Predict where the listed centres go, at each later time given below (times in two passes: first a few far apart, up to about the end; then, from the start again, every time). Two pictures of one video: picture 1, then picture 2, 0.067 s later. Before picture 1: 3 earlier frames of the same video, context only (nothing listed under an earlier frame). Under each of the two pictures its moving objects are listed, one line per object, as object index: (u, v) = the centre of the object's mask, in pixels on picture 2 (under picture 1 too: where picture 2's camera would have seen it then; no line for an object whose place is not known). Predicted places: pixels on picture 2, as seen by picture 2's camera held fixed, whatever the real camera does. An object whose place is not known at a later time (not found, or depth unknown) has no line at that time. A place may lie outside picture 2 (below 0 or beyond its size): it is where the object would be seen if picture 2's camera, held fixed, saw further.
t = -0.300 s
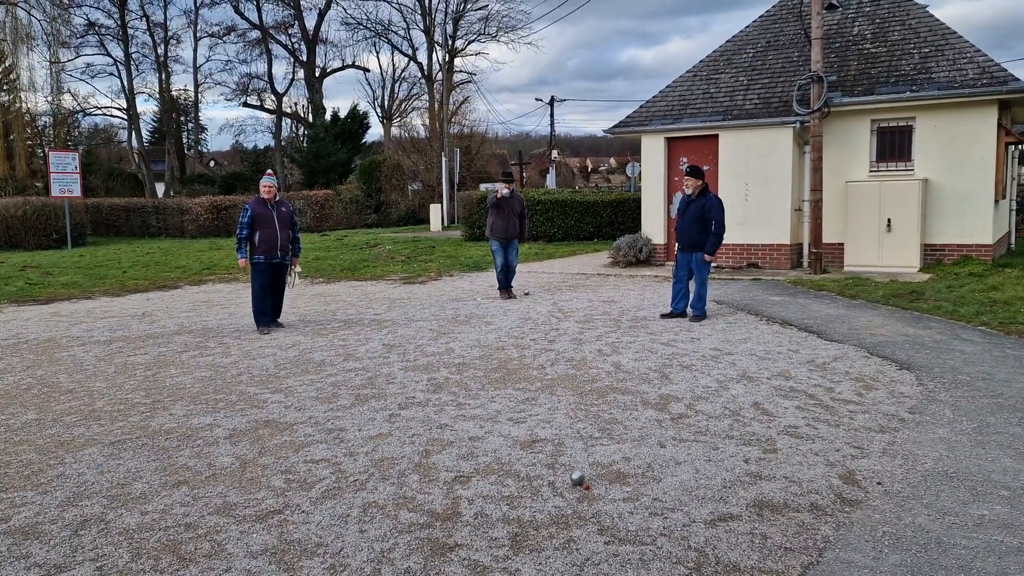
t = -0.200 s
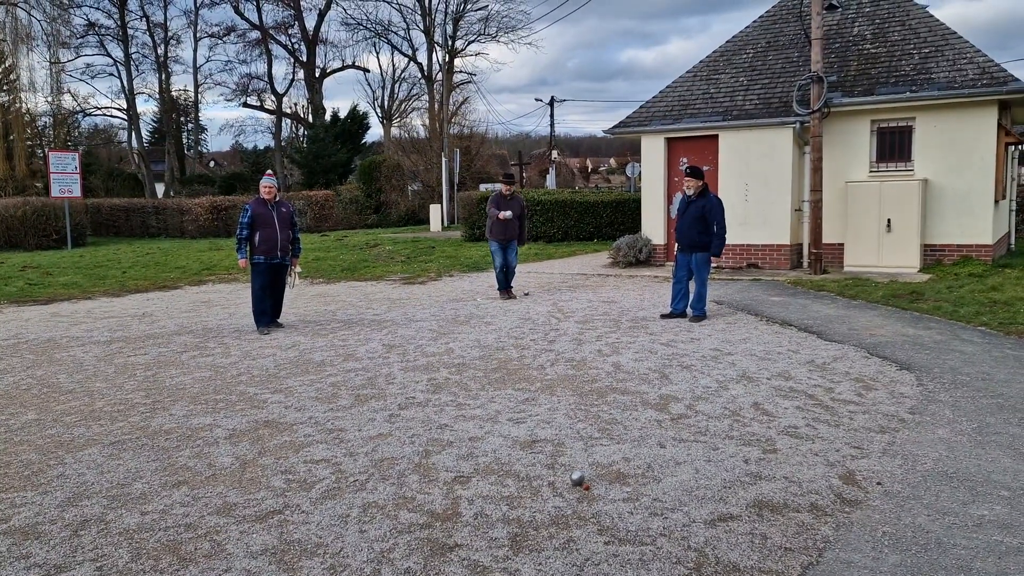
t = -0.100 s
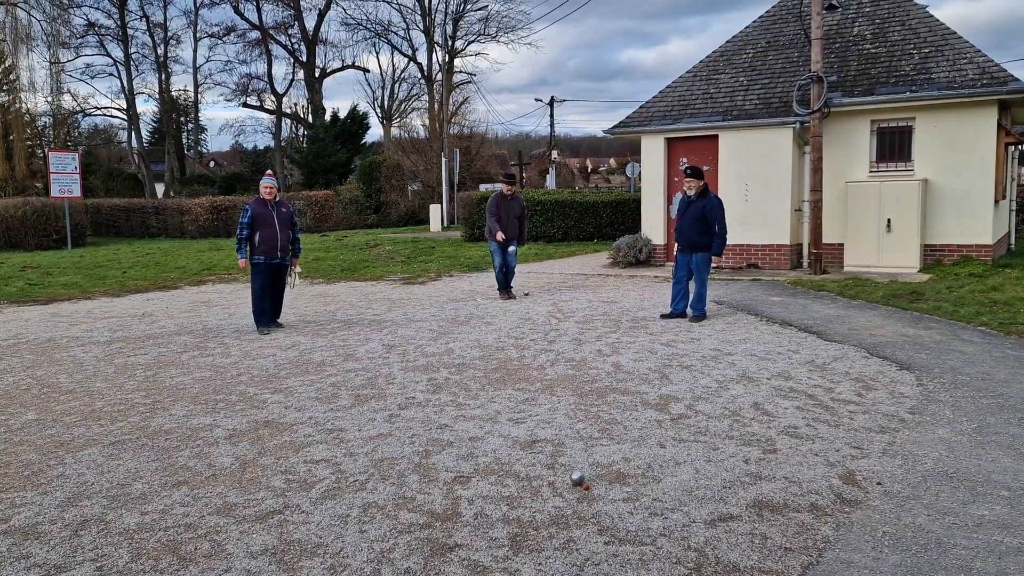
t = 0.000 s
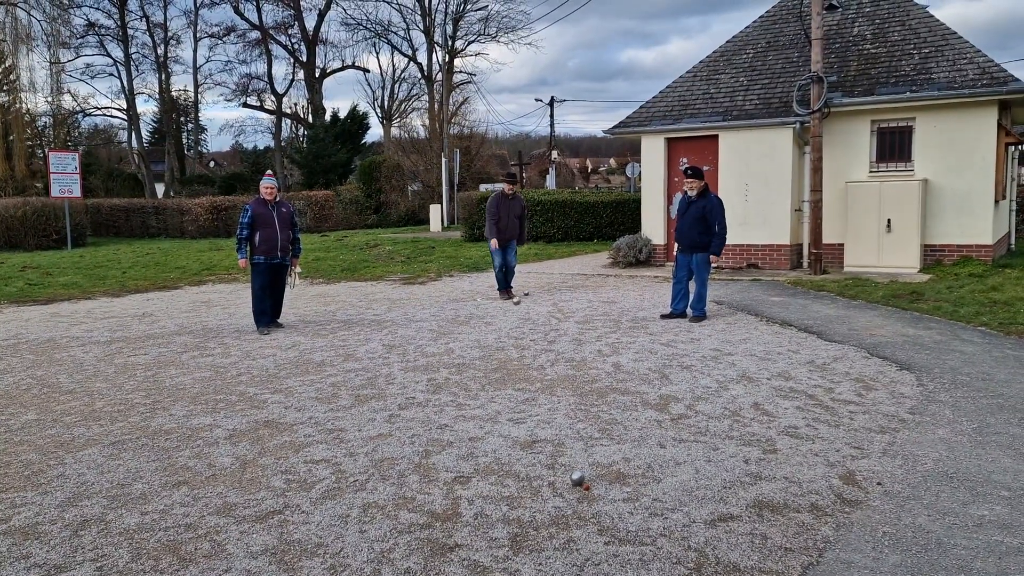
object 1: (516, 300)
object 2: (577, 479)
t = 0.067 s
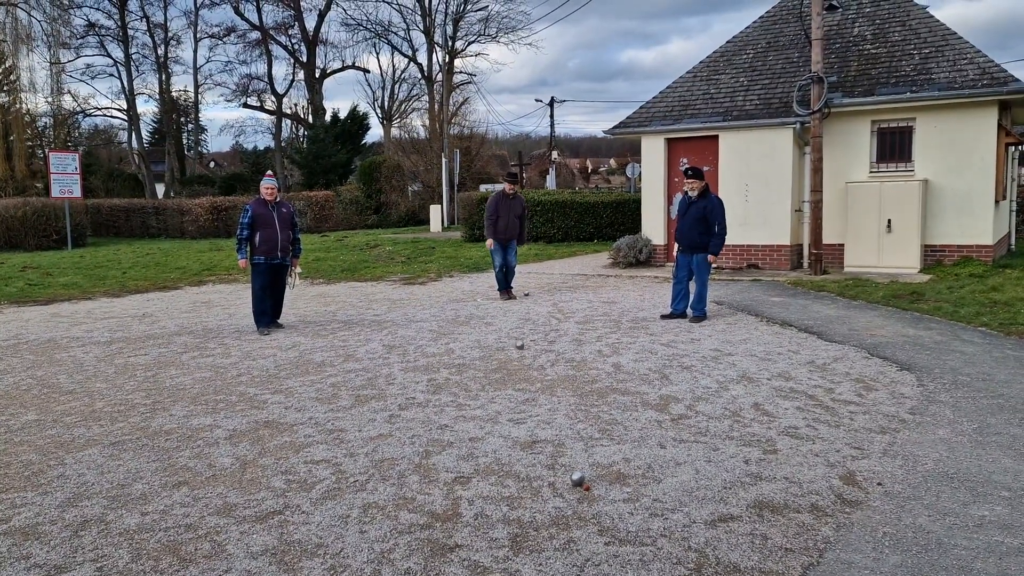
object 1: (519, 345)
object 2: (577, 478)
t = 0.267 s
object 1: (528, 369)
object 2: (577, 479)
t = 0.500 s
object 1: (538, 388)
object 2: (578, 478)
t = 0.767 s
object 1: (549, 404)
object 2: (577, 478)
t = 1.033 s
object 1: (558, 422)
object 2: (577, 478)
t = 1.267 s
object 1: (563, 438)
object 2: (577, 479)
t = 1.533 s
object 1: (571, 454)
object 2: (577, 479)
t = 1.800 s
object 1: (579, 468)
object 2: (577, 479)
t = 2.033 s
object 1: (587, 476)
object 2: (575, 486)
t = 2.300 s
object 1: (595, 480)
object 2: (574, 490)
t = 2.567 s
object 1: (597, 484)
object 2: (573, 492)
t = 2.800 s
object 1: (598, 487)
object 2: (569, 495)
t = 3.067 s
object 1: (600, 488)
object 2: (568, 495)
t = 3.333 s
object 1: (600, 488)
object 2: (567, 495)
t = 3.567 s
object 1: (600, 487)
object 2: (568, 494)
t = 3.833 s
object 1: (600, 488)
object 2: (568, 495)
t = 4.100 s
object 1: (600, 488)
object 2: (568, 495)
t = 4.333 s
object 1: (601, 488)
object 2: (567, 495)
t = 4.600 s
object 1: (601, 488)
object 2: (568, 495)
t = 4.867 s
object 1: (600, 488)
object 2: (567, 495)
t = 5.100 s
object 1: (600, 488)
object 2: (567, 495)
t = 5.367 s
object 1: (601, 488)
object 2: (568, 495)
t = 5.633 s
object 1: (601, 488)
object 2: (568, 495)
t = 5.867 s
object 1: (601, 488)
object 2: (568, 495)
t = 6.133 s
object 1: (601, 488)
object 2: (567, 495)
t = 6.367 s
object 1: (601, 488)
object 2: (567, 495)
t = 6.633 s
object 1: (601, 488)
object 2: (568, 495)
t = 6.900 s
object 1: (601, 488)
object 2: (568, 495)
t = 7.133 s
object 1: (601, 488)
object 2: (567, 495)
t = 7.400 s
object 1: (601, 488)
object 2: (567, 495)
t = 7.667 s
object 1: (601, 488)
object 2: (567, 495)
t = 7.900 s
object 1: (601, 488)
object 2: (567, 495)
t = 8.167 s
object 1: (601, 488)
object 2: (567, 495)
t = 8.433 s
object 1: (601, 488)
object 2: (567, 495)
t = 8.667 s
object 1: (601, 488)
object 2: (567, 495)
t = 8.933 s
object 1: (601, 488)
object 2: (567, 495)
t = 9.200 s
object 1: (601, 488)
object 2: (568, 495)
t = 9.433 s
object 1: (601, 488)
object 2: (568, 495)
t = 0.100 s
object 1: (521, 361)
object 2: (577, 478)
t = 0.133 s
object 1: (522, 360)
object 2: (577, 479)
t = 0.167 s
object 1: (524, 360)
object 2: (577, 478)
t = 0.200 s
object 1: (524, 361)
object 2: (577, 478)
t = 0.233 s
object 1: (526, 363)
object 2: (577, 478)
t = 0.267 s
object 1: (528, 369)
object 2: (577, 479)
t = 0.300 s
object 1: (530, 375)
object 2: (577, 478)
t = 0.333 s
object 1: (531, 377)
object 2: (577, 479)
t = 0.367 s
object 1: (533, 379)
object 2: (577, 478)
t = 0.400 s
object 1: (534, 381)
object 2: (577, 478)
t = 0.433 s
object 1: (535, 383)
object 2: (577, 478)
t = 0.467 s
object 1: (536, 386)
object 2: (577, 478)
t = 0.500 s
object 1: (538, 388)
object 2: (578, 478)
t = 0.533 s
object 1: (539, 390)
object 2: (578, 478)
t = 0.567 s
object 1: (541, 392)
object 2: (578, 478)
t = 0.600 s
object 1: (543, 394)
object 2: (577, 479)
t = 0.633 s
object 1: (544, 396)
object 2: (577, 478)
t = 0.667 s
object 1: (545, 399)
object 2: (577, 479)
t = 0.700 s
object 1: (546, 401)
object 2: (577, 479)
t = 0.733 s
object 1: (547, 403)
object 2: (577, 478)
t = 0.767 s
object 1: (549, 404)
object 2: (577, 478)
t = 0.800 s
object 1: (550, 406)
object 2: (577, 478)
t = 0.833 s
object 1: (551, 409)
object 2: (577, 478)
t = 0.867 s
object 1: (552, 411)
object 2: (577, 478)
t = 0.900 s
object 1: (553, 413)
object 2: (577, 478)
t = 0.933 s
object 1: (554, 415)
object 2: (577, 478)
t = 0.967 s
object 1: (556, 418)
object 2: (577, 478)
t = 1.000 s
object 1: (557, 421)
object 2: (577, 478)
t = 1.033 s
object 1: (558, 422)
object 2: (577, 478)
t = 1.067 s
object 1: (558, 424)
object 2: (577, 478)
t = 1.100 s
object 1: (559, 428)
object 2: (577, 478)
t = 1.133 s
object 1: (560, 430)
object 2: (577, 478)
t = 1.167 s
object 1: (560, 430)
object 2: (577, 479)
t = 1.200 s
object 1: (561, 433)
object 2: (577, 479)
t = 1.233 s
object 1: (562, 436)
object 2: (577, 479)
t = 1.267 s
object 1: (563, 438)
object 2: (577, 479)
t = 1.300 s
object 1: (564, 440)
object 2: (577, 479)
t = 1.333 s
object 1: (565, 442)
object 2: (577, 479)
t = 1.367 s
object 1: (566, 444)
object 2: (578, 479)
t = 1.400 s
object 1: (567, 446)
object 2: (577, 479)
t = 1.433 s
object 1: (568, 448)
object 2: (577, 479)
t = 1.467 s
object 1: (569, 450)
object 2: (577, 479)
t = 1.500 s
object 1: (570, 452)
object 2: (578, 479)
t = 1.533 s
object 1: (571, 454)
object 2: (577, 479)
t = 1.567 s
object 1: (572, 456)
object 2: (577, 479)
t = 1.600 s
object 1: (573, 458)
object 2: (577, 479)
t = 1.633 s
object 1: (575, 461)
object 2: (577, 479)
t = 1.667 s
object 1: (575, 462)
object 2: (578, 479)
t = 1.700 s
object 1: (576, 463)
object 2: (577, 479)
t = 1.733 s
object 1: (577, 465)
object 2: (578, 479)
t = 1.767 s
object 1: (578, 466)
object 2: (577, 479)
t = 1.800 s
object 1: (579, 468)
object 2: (577, 479)
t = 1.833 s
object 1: (580, 469)
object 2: (577, 479)
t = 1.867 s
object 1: (581, 470)
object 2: (577, 481)
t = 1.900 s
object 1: (582, 471)
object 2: (576, 481)
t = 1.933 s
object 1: (584, 472)
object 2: (576, 483)
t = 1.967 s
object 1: (585, 473)
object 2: (575, 483)
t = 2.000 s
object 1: (586, 475)
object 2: (575, 484)
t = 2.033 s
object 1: (587, 476)
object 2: (575, 486)
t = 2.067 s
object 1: (588, 476)
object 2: (575, 486)
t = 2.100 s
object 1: (588, 477)
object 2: (575, 487)
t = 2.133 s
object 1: (589, 477)
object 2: (575, 487)
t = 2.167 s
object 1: (590, 478)
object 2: (574, 487)
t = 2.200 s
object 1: (591, 479)
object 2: (574, 488)
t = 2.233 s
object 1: (592, 479)
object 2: (574, 489)
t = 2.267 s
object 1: (594, 480)
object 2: (574, 489)
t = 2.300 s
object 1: (595, 480)
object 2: (574, 490)
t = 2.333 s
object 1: (595, 481)
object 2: (574, 491)
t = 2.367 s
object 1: (596, 481)
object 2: (574, 490)
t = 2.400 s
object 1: (596, 481)
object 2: (574, 490)
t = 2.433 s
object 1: (596, 481)
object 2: (574, 490)
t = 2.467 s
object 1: (597, 482)
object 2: (573, 490)
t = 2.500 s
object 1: (596, 482)
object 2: (573, 490)
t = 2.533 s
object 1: (597, 483)
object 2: (574, 492)
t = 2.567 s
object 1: (597, 484)
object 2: (573, 492)
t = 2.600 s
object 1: (597, 484)
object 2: (572, 492)
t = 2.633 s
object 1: (597, 484)
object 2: (572, 493)
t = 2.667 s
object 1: (597, 485)
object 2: (572, 492)
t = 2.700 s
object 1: (597, 485)
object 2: (571, 493)
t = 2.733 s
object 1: (598, 486)
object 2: (569, 494)
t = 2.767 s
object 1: (598, 486)
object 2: (569, 494)
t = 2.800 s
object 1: (598, 487)
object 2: (569, 495)
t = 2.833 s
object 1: (599, 487)
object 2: (569, 494)
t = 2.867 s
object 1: (600, 488)
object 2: (568, 495)
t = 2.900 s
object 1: (600, 488)
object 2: (568, 495)
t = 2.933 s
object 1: (601, 488)
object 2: (568, 495)
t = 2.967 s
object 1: (601, 488)
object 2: (568, 495)
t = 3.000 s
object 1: (601, 488)
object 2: (568, 495)
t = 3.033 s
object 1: (600, 488)
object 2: (567, 495)
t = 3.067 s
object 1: (600, 488)
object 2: (568, 495)
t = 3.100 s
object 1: (600, 488)
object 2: (567, 495)
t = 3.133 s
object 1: (600, 488)
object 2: (568, 495)
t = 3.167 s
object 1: (600, 488)
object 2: (568, 495)
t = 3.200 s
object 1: (600, 488)
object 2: (568, 495)
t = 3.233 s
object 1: (600, 487)
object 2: (568, 495)
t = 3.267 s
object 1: (600, 487)
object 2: (567, 495)
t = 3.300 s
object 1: (600, 488)
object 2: (567, 495)
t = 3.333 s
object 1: (600, 488)
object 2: (567, 495)
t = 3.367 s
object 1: (600, 488)
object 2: (567, 495)
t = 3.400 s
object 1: (600, 488)
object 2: (567, 495)
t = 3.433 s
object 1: (600, 487)
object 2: (567, 494)
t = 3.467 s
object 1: (600, 488)
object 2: (567, 494)
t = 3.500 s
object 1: (600, 487)
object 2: (567, 494)
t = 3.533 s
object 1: (600, 487)
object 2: (567, 495)
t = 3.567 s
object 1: (600, 487)
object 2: (568, 494)
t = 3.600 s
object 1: (600, 487)
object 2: (567, 495)
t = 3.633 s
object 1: (600, 488)
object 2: (567, 495)
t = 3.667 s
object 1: (600, 487)
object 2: (567, 495)
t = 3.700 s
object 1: (600, 488)
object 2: (567, 495)
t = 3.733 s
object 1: (600, 488)
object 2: (568, 495)
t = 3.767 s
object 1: (600, 488)
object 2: (567, 495)
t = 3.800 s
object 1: (600, 488)
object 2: (567, 495)
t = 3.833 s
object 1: (600, 488)
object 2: (568, 495)
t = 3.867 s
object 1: (600, 488)
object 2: (567, 495)
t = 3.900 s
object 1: (600, 488)
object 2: (568, 495)
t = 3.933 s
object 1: (600, 488)
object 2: (568, 495)
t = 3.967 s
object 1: (600, 488)
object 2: (568, 495)
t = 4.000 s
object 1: (600, 488)
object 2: (568, 495)
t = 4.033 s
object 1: (601, 488)
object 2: (568, 495)
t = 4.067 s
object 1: (600, 488)
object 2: (568, 495)
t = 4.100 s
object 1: (600, 488)
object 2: (568, 495)
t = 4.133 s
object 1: (600, 488)
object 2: (567, 495)
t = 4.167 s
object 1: (601, 488)
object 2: (567, 495)
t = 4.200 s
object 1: (601, 488)
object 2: (567, 495)
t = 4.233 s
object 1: (601, 488)
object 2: (567, 495)
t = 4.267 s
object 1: (601, 488)
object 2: (567, 494)
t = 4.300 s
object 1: (601, 488)
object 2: (567, 495)
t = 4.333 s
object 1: (601, 488)
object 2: (567, 495)
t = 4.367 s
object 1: (601, 488)
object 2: (567, 495)
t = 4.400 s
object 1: (601, 488)
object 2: (567, 495)
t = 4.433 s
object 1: (601, 488)
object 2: (567, 495)
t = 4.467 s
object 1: (601, 488)
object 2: (567, 495)
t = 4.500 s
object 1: (601, 488)
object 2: (567, 495)
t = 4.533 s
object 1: (601, 488)
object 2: (567, 495)
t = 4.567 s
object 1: (601, 488)
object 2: (567, 495)
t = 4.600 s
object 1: (601, 488)
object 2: (568, 495)
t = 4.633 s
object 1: (601, 488)
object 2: (567, 495)
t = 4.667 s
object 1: (601, 488)
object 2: (568, 495)
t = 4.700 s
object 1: (601, 488)
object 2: (567, 495)
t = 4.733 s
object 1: (601, 488)
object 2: (567, 495)
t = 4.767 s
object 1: (601, 488)
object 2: (567, 495)
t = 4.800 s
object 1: (600, 488)
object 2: (568, 495)
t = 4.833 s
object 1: (600, 488)
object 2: (567, 495)
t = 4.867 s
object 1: (600, 488)
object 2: (567, 495)
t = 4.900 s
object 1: (600, 488)
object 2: (567, 495)
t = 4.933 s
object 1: (600, 488)
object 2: (567, 495)
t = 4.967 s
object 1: (600, 488)
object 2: (567, 494)
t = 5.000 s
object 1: (601, 488)
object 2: (568, 494)
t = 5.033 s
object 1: (601, 488)
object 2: (567, 495)
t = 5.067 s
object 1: (601, 488)
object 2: (567, 495)
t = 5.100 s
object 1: (600, 488)
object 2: (567, 495)
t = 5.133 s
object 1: (601, 488)
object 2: (567, 495)
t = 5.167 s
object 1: (601, 488)
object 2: (567, 494)
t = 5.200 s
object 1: (601, 488)
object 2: (567, 495)
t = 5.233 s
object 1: (601, 488)
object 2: (567, 495)
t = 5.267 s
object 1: (600, 488)
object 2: (567, 495)
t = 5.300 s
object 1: (600, 488)
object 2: (567, 495)
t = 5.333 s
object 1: (601, 488)
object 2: (567, 495)
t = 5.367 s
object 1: (601, 488)
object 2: (568, 495)
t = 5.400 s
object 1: (601, 488)
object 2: (567, 495)
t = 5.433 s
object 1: (601, 488)
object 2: (568, 495)
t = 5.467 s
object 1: (601, 488)
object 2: (567, 494)
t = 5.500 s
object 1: (601, 488)
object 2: (568, 495)
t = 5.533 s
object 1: (601, 488)
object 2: (567, 495)
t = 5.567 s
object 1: (601, 488)
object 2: (567, 495)
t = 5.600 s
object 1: (601, 488)
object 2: (568, 495)
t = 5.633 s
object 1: (601, 488)
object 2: (568, 495)
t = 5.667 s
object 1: (601, 488)
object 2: (568, 495)
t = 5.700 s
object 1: (601, 488)
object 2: (568, 495)
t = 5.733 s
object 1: (601, 488)
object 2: (568, 495)
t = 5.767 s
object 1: (601, 488)
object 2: (568, 495)
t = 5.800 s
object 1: (601, 488)
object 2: (567, 495)
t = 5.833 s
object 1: (601, 488)
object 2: (568, 495)
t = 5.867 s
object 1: (601, 488)
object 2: (568, 495)
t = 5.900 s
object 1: (601, 488)
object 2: (568, 495)
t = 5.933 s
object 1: (601, 488)
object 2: (568, 495)
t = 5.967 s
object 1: (601, 488)
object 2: (568, 495)
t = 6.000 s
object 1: (601, 488)
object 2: (567, 495)
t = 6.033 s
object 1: (601, 488)
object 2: (567, 495)
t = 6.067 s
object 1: (601, 488)
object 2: (567, 495)
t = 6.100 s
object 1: (601, 488)
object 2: (568, 495)
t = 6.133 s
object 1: (601, 488)
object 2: (567, 495)
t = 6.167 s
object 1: (601, 488)
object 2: (568, 495)
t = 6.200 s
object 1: (601, 488)
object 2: (567, 495)
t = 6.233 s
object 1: (601, 488)
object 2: (567, 495)
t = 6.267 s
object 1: (601, 488)
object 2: (567, 495)
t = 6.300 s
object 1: (601, 488)
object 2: (567, 495)
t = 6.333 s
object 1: (601, 488)
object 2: (567, 495)
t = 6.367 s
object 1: (601, 488)
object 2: (567, 495)
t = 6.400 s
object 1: (601, 488)
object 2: (567, 495)
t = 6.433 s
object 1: (601, 488)
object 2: (567, 495)
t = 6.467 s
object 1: (601, 488)
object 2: (567, 495)
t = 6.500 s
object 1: (601, 488)
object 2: (567, 495)
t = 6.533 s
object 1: (601, 488)
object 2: (568, 495)
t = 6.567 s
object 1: (601, 488)
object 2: (567, 495)
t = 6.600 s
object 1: (601, 488)
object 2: (567, 495)
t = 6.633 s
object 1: (601, 488)
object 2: (568, 495)
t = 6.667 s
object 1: (601, 488)
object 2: (568, 495)
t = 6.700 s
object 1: (601, 488)
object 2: (567, 495)
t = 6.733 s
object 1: (601, 488)
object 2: (568, 495)
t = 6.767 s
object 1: (601, 488)
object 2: (567, 495)
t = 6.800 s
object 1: (601, 488)
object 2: (567, 495)
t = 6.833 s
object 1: (601, 488)
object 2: (568, 495)
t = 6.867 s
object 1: (601, 488)
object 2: (567, 495)
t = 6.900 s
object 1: (601, 488)
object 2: (568, 495)
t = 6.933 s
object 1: (601, 488)
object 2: (568, 495)
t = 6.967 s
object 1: (601, 488)
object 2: (568, 495)
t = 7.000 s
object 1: (601, 488)
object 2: (568, 495)
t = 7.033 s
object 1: (601, 488)
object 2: (568, 495)
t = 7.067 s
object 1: (601, 488)
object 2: (568, 495)
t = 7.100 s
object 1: (601, 488)
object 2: (567, 495)
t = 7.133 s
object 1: (601, 488)
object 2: (567, 495)
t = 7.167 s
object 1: (601, 488)
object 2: (567, 495)
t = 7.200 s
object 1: (601, 488)
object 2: (567, 495)
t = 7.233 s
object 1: (601, 488)
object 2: (568, 495)
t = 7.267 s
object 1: (601, 488)
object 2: (568, 495)
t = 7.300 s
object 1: (601, 488)
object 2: (567, 495)
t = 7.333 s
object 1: (601, 488)
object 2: (568, 495)
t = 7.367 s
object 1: (601, 488)
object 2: (568, 495)
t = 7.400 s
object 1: (601, 488)
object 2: (567, 495)
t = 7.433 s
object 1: (601, 488)
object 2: (567, 495)
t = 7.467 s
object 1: (601, 488)
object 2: (568, 495)
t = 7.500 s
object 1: (601, 488)
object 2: (567, 495)
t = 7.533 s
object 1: (601, 488)
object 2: (568, 495)
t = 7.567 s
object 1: (601, 488)
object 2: (568, 495)
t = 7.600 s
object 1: (601, 488)
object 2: (567, 495)
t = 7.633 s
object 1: (601, 488)
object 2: (567, 495)
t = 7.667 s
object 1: (601, 488)
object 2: (567, 495)
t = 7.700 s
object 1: (601, 488)
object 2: (567, 495)
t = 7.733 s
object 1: (601, 488)
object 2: (567, 495)
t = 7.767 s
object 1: (601, 488)
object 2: (567, 495)
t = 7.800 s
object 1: (601, 488)
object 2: (568, 495)
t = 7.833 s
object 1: (601, 488)
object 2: (567, 495)
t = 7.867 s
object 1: (601, 488)
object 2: (567, 495)
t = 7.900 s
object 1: (601, 488)
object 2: (567, 495)
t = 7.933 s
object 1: (601, 488)
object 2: (567, 495)
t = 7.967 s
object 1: (601, 488)
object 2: (567, 495)
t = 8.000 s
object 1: (601, 488)
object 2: (567, 495)
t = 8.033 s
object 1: (601, 488)
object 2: (567, 495)
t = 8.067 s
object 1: (601, 488)
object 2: (567, 495)
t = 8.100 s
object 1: (601, 488)
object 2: (567, 495)
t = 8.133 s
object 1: (601, 488)
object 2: (567, 495)
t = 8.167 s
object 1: (601, 488)
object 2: (567, 495)
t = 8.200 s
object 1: (601, 488)
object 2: (567, 495)
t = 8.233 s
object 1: (601, 488)
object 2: (567, 495)
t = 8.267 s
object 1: (601, 488)
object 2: (567, 495)
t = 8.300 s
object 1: (601, 488)
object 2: (567, 495)
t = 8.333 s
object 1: (601, 488)
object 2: (567, 495)
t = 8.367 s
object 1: (601, 488)
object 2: (567, 495)
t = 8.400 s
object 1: (601, 488)
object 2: (567, 495)
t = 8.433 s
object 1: (601, 488)
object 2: (567, 495)
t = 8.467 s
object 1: (601, 488)
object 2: (567, 495)
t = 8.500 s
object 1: (601, 488)
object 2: (567, 495)
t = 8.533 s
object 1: (601, 488)
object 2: (567, 495)
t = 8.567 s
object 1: (601, 488)
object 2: (567, 495)
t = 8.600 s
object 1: (601, 488)
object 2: (567, 495)
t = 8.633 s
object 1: (601, 488)
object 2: (567, 495)
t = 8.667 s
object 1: (601, 488)
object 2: (567, 495)
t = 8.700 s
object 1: (601, 488)
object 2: (567, 495)
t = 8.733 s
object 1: (601, 488)
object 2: (567, 495)
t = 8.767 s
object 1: (601, 488)
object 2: (567, 495)
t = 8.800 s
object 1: (601, 488)
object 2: (568, 495)
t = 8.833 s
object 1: (601, 488)
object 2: (568, 495)
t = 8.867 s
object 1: (601, 488)
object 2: (567, 495)
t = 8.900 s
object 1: (601, 488)
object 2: (567, 495)
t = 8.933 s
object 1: (601, 488)
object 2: (567, 495)
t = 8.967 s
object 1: (601, 488)
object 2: (567, 495)
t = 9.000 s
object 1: (601, 488)
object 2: (567, 495)
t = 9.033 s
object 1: (601, 488)
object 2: (567, 495)
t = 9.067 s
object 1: (601, 488)
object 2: (567, 495)
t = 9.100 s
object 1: (601, 488)
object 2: (568, 495)
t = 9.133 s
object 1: (601, 488)
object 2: (568, 495)
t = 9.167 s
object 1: (601, 488)
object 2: (568, 495)
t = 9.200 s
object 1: (601, 488)
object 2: (568, 495)
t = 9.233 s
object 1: (601, 488)
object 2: (568, 495)
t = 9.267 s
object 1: (601, 488)
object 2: (568, 495)
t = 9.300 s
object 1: (601, 488)
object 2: (568, 495)
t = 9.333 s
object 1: (601, 488)
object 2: (568, 495)
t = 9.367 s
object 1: (601, 488)
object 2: (568, 495)
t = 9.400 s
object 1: (601, 488)
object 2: (568, 495)
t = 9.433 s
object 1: (601, 488)
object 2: (568, 495)
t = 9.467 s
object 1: (601, 488)
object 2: (568, 495)
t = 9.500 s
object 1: (601, 488)
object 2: (568, 495)
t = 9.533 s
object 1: (601, 488)
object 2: (568, 495)
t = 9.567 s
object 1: (601, 488)
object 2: (568, 495)
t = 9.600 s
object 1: (601, 488)
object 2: (568, 495)
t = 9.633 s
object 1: (601, 488)
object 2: (568, 495)
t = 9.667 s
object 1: (601, 488)
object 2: (568, 495)
